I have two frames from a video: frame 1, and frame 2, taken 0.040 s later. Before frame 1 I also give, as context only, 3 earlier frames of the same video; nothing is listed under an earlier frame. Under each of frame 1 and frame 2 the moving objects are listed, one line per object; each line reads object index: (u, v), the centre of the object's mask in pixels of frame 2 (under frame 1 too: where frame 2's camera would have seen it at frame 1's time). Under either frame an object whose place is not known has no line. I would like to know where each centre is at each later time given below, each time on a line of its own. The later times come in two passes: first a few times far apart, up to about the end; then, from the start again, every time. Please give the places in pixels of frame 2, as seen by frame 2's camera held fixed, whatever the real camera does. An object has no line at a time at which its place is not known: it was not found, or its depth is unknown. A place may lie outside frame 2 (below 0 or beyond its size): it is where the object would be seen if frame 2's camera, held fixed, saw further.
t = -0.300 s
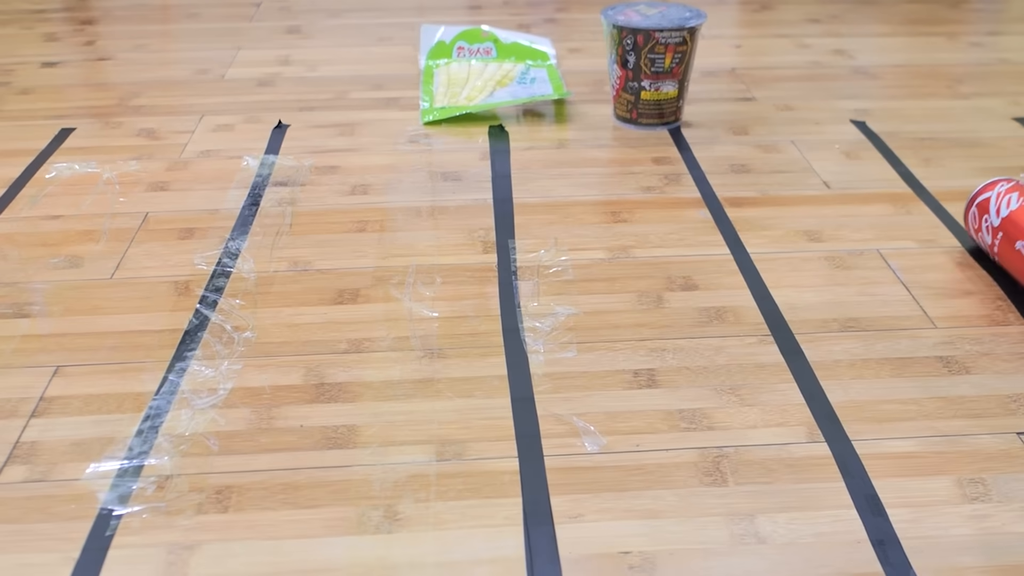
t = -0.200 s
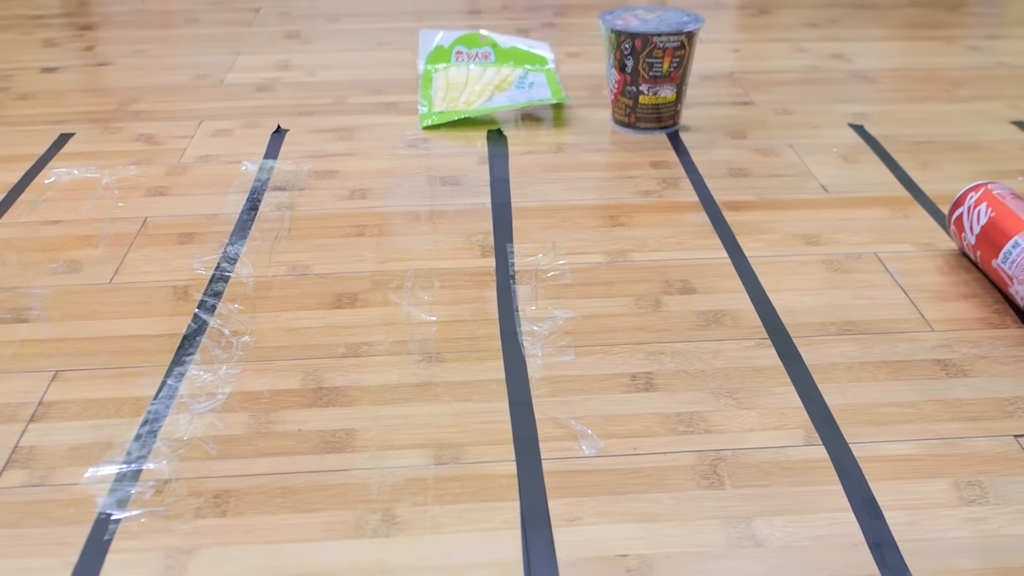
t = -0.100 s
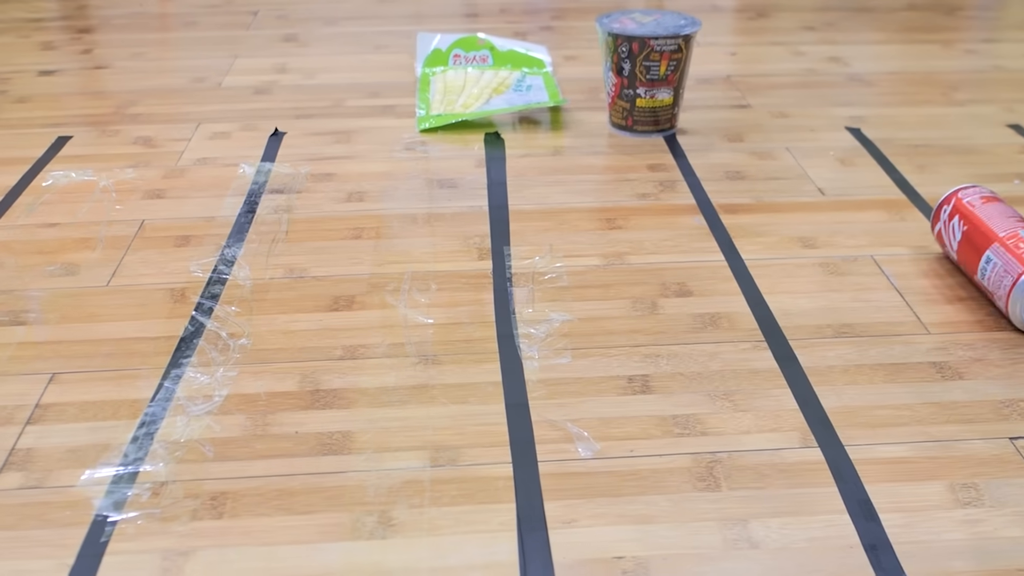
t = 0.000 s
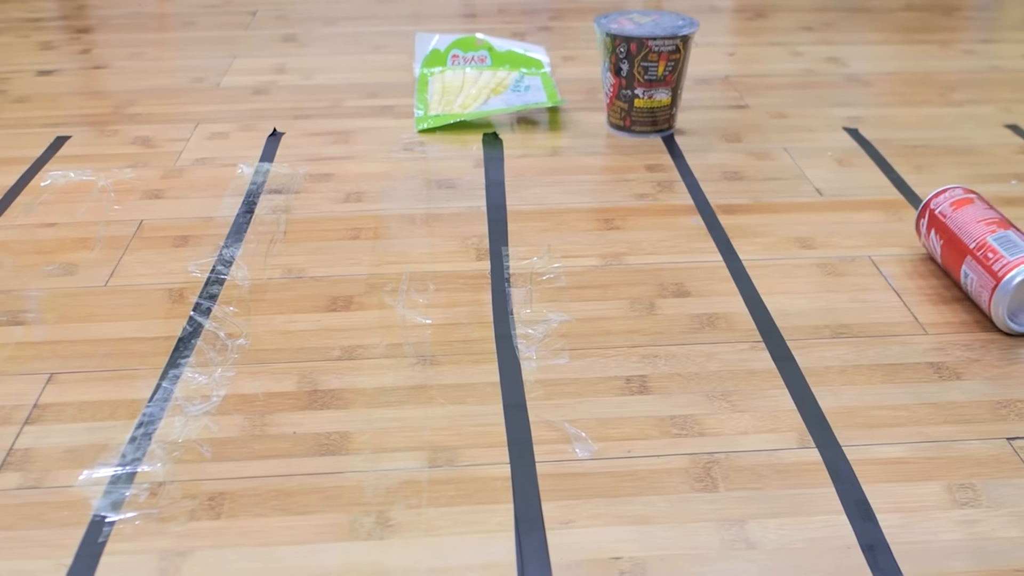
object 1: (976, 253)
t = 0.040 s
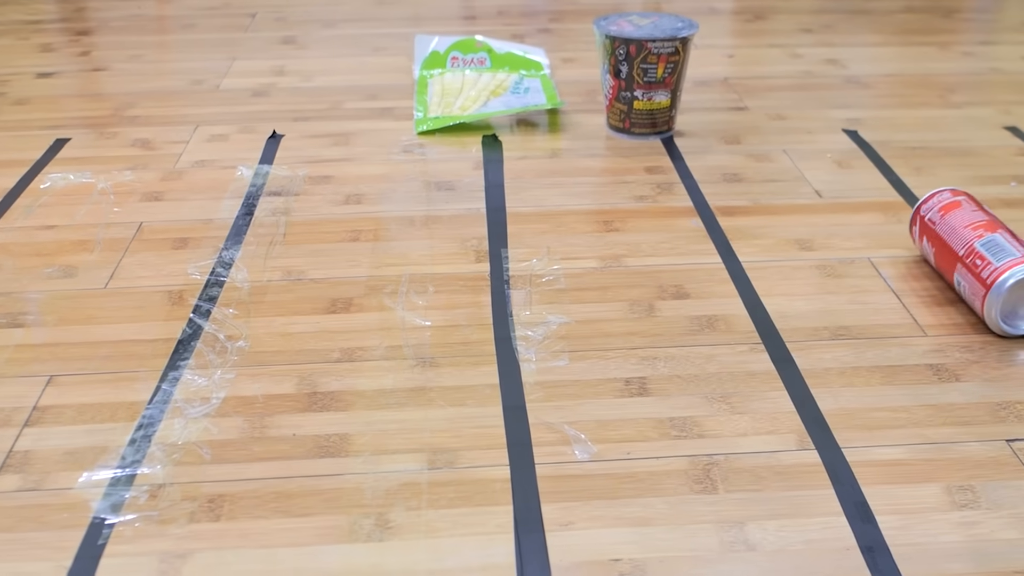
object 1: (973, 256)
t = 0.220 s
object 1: (959, 263)
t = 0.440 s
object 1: (929, 266)
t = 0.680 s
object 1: (894, 268)
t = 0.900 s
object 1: (859, 269)
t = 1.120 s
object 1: (822, 271)
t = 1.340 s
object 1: (783, 273)
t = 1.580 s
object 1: (738, 275)
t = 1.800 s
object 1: (695, 278)
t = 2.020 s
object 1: (649, 280)
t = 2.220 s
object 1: (604, 283)
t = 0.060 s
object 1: (972, 257)
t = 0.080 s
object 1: (971, 258)
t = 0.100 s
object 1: (969, 259)
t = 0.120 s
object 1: (968, 260)
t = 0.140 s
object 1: (967, 261)
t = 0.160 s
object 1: (965, 262)
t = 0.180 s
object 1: (963, 262)
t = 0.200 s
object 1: (961, 263)
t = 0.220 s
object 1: (959, 263)
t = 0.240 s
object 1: (957, 264)
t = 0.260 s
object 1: (955, 264)
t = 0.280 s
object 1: (952, 265)
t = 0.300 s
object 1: (949, 265)
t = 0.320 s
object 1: (946, 265)
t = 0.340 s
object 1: (943, 266)
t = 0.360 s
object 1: (941, 266)
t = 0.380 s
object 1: (938, 266)
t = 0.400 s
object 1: (935, 266)
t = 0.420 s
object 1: (932, 266)
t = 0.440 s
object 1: (929, 266)
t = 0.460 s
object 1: (926, 266)
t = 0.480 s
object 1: (923, 266)
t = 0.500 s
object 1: (920, 266)
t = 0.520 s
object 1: (917, 266)
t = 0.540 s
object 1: (914, 267)
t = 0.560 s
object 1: (912, 267)
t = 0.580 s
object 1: (909, 267)
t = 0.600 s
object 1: (906, 267)
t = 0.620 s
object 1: (903, 268)
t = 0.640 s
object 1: (900, 268)
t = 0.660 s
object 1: (897, 268)
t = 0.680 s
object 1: (894, 268)
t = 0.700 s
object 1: (891, 268)
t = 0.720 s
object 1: (888, 268)
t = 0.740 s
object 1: (884, 268)
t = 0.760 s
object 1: (881, 269)
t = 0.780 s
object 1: (878, 269)
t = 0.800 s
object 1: (875, 269)
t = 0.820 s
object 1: (872, 269)
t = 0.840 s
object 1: (869, 269)
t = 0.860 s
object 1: (866, 269)
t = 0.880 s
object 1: (862, 269)
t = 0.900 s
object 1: (859, 269)
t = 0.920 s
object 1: (856, 270)
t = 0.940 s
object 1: (852, 270)
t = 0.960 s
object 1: (849, 270)
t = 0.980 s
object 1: (845, 270)
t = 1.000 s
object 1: (842, 270)
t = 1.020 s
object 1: (839, 270)
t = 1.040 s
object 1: (835, 270)
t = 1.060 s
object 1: (832, 271)
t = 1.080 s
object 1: (829, 271)
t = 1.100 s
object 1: (825, 271)
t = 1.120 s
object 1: (822, 271)
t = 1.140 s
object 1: (818, 271)
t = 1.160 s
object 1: (815, 271)
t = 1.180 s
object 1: (812, 272)
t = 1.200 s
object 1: (808, 272)
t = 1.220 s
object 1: (805, 272)
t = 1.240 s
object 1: (801, 272)
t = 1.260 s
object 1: (797, 273)
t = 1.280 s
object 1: (794, 273)
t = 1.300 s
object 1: (790, 273)
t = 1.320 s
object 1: (787, 273)
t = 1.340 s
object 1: (783, 273)
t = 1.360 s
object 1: (779, 273)
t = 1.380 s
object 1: (775, 273)
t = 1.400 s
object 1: (771, 274)
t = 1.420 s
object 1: (768, 274)
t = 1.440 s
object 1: (764, 274)
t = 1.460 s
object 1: (761, 274)
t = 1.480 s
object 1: (757, 275)
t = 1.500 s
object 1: (753, 275)
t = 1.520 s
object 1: (749, 275)
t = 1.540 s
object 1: (746, 275)
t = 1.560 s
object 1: (742, 275)
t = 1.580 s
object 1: (738, 275)
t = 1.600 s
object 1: (734, 276)
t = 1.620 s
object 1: (730, 276)
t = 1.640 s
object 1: (726, 276)
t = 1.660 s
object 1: (722, 276)
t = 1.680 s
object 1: (719, 277)
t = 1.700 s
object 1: (715, 277)
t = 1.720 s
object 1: (711, 277)
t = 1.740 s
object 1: (707, 277)
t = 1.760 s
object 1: (703, 277)
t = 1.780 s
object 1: (699, 278)
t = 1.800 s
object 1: (695, 278)
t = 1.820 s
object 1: (691, 278)
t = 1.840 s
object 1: (686, 279)
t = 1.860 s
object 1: (682, 279)
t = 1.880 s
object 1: (678, 279)
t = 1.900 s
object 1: (674, 279)
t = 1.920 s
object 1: (670, 279)
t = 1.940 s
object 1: (666, 280)
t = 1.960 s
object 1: (661, 280)
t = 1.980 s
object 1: (657, 280)
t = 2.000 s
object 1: (653, 280)
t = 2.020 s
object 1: (649, 280)
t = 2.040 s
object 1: (645, 281)
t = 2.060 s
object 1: (640, 281)
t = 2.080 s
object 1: (636, 281)
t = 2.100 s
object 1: (631, 282)
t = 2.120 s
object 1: (627, 282)
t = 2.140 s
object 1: (622, 282)
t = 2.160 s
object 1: (618, 282)
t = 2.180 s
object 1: (614, 283)
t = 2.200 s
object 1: (609, 283)
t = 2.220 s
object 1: (604, 283)
